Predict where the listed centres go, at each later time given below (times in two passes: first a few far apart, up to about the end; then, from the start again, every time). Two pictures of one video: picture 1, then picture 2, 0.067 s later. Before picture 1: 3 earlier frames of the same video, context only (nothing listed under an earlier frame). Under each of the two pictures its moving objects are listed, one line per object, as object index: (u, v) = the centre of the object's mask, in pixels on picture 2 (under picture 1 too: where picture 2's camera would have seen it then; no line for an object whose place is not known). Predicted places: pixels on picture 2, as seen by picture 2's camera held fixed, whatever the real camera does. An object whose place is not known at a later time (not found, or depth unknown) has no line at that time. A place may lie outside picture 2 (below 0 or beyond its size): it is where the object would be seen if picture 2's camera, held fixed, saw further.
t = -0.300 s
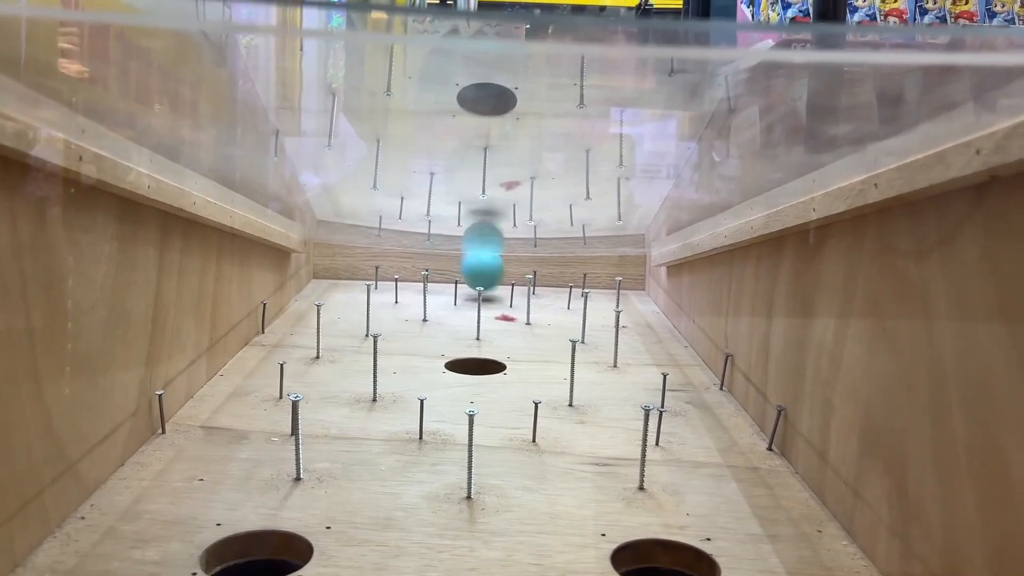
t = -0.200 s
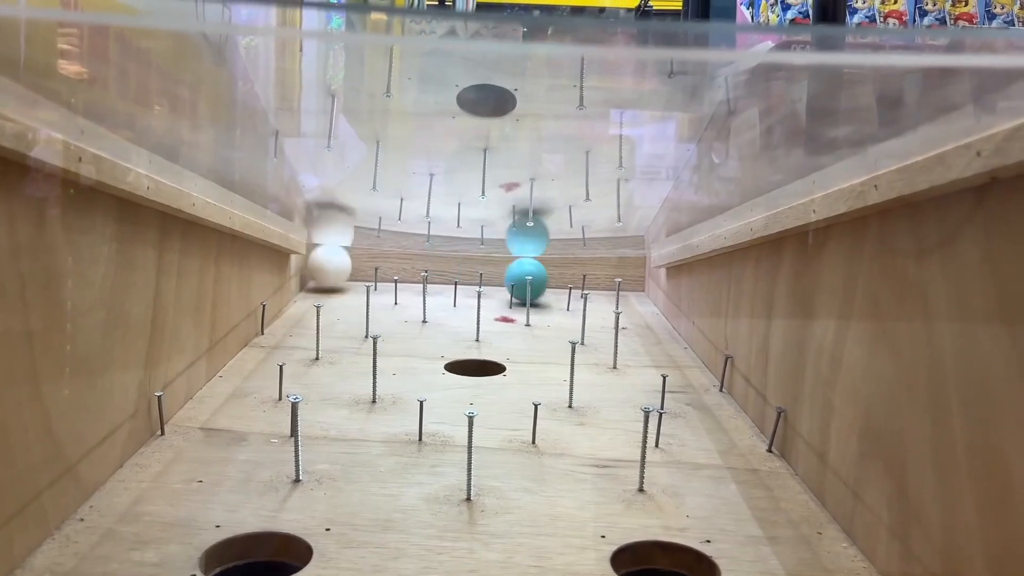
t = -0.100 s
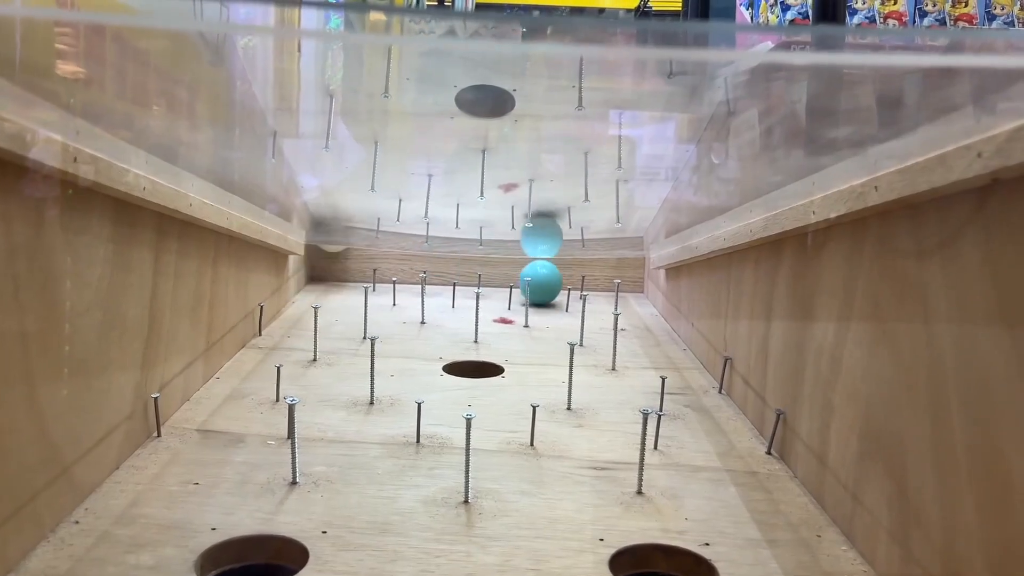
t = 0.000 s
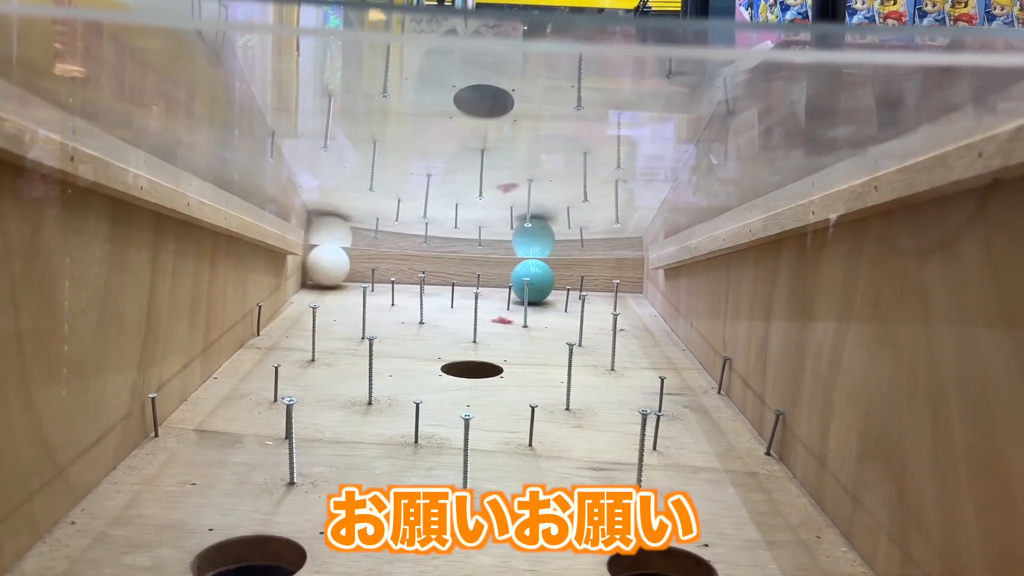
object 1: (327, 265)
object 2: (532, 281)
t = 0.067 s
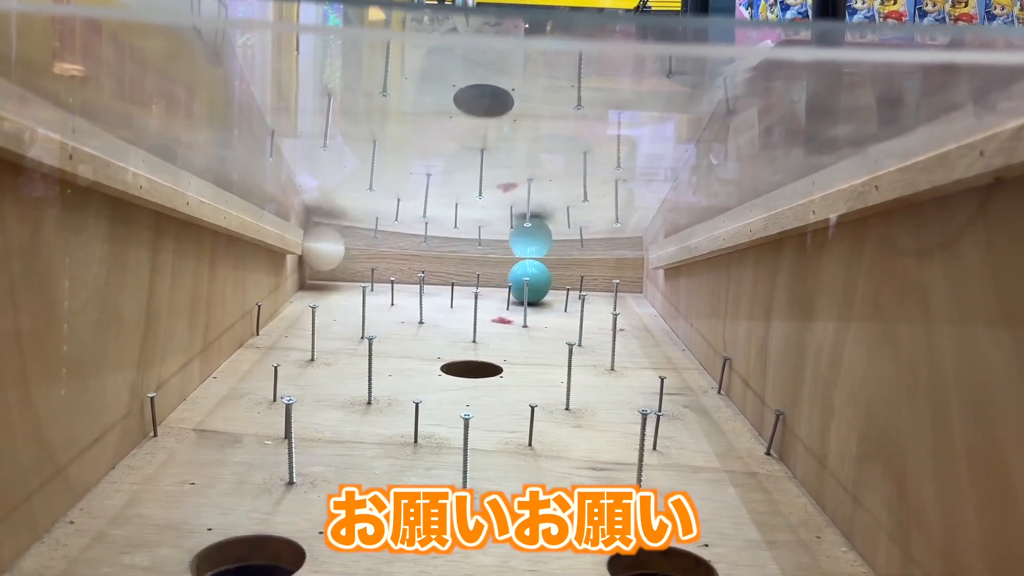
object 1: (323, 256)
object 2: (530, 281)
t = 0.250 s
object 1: (319, 272)
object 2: (533, 284)
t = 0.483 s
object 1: (305, 291)
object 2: (540, 291)
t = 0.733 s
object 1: (283, 326)
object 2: (522, 295)
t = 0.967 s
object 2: (493, 296)
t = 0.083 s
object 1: (323, 256)
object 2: (529, 282)
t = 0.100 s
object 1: (323, 258)
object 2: (528, 282)
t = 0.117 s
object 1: (322, 260)
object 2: (528, 282)
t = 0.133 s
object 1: (322, 267)
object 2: (527, 282)
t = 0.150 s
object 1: (322, 266)
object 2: (526, 283)
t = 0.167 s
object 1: (321, 264)
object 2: (525, 283)
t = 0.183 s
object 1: (321, 263)
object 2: (528, 283)
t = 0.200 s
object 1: (320, 264)
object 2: (529, 283)
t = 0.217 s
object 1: (320, 268)
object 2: (531, 283)
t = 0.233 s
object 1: (319, 273)
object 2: (532, 283)
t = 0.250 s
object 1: (319, 272)
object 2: (533, 284)
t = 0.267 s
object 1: (318, 272)
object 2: (535, 284)
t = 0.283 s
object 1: (317, 274)
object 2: (536, 284)
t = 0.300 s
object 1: (316, 276)
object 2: (537, 285)
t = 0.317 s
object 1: (315, 277)
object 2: (538, 286)
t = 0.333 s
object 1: (314, 279)
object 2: (540, 286)
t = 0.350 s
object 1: (313, 280)
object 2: (541, 287)
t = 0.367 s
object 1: (312, 281)
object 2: (542, 287)
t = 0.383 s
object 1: (311, 282)
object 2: (542, 288)
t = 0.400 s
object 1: (310, 283)
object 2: (543, 289)
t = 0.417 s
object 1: (309, 285)
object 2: (543, 289)
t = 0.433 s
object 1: (308, 287)
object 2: (543, 289)
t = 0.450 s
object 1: (307, 288)
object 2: (542, 290)
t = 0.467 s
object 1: (306, 290)
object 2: (542, 290)
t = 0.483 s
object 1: (305, 291)
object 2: (540, 291)
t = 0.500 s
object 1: (304, 293)
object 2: (540, 292)
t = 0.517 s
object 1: (303, 295)
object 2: (539, 292)
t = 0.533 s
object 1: (302, 297)
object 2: (538, 293)
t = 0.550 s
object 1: (300, 299)
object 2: (537, 294)
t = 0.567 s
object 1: (299, 301)
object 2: (535, 295)
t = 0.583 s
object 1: (297, 303)
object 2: (534, 295)
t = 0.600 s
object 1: (296, 305)
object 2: (532, 296)
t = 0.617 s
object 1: (294, 307)
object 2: (530, 297)
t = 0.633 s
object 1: (291, 310)
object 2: (529, 296)
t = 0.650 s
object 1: (289, 312)
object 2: (529, 295)
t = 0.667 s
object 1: (287, 315)
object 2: (529, 295)
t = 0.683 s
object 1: (286, 318)
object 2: (528, 295)
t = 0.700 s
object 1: (285, 320)
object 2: (524, 295)
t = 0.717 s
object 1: (284, 323)
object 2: (524, 295)
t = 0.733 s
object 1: (283, 326)
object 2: (522, 295)
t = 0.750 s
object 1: (281, 329)
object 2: (520, 295)
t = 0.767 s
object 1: (277, 332)
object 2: (519, 295)
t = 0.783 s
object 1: (271, 335)
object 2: (516, 295)
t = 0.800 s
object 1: (266, 338)
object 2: (514, 295)
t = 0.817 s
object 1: (260, 341)
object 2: (508, 295)
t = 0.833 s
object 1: (254, 345)
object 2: (507, 295)
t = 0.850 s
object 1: (248, 349)
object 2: (506, 295)
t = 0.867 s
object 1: (241, 353)
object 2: (504, 295)
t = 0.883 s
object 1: (236, 358)
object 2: (503, 295)
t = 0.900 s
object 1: (229, 362)
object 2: (502, 296)
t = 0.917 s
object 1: (223, 366)
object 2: (500, 296)
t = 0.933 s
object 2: (498, 296)
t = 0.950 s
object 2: (496, 296)
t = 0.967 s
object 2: (493, 296)
